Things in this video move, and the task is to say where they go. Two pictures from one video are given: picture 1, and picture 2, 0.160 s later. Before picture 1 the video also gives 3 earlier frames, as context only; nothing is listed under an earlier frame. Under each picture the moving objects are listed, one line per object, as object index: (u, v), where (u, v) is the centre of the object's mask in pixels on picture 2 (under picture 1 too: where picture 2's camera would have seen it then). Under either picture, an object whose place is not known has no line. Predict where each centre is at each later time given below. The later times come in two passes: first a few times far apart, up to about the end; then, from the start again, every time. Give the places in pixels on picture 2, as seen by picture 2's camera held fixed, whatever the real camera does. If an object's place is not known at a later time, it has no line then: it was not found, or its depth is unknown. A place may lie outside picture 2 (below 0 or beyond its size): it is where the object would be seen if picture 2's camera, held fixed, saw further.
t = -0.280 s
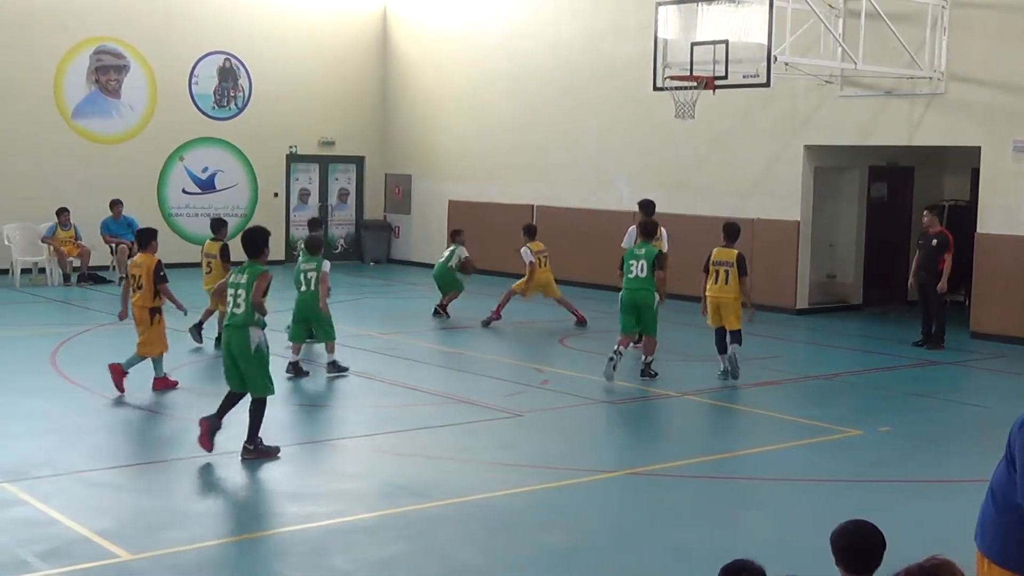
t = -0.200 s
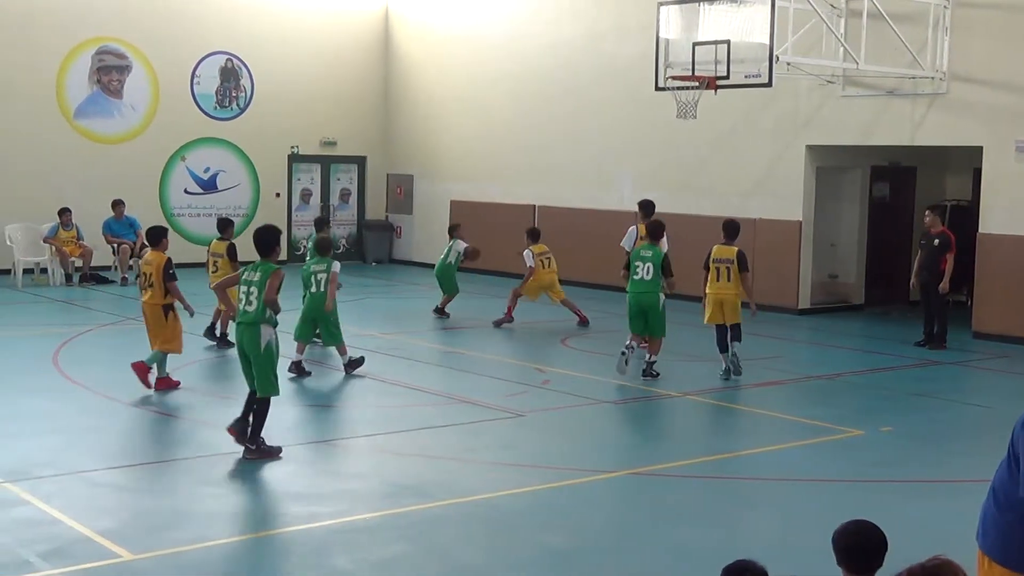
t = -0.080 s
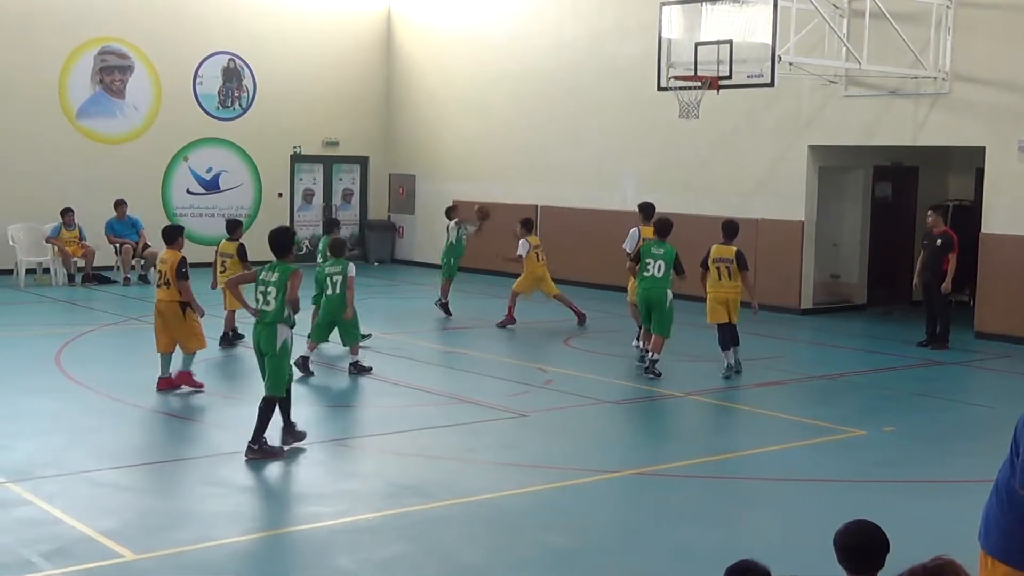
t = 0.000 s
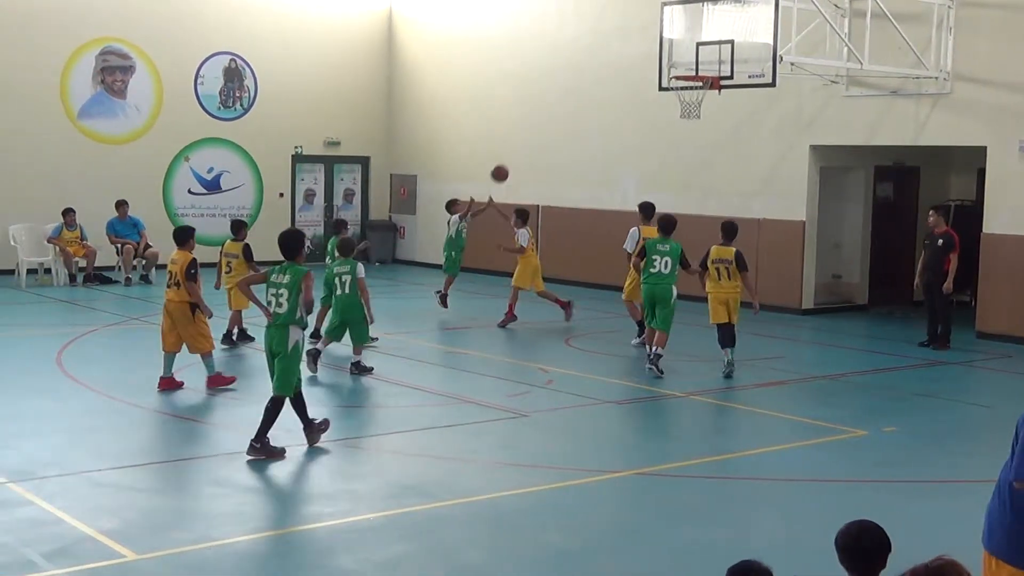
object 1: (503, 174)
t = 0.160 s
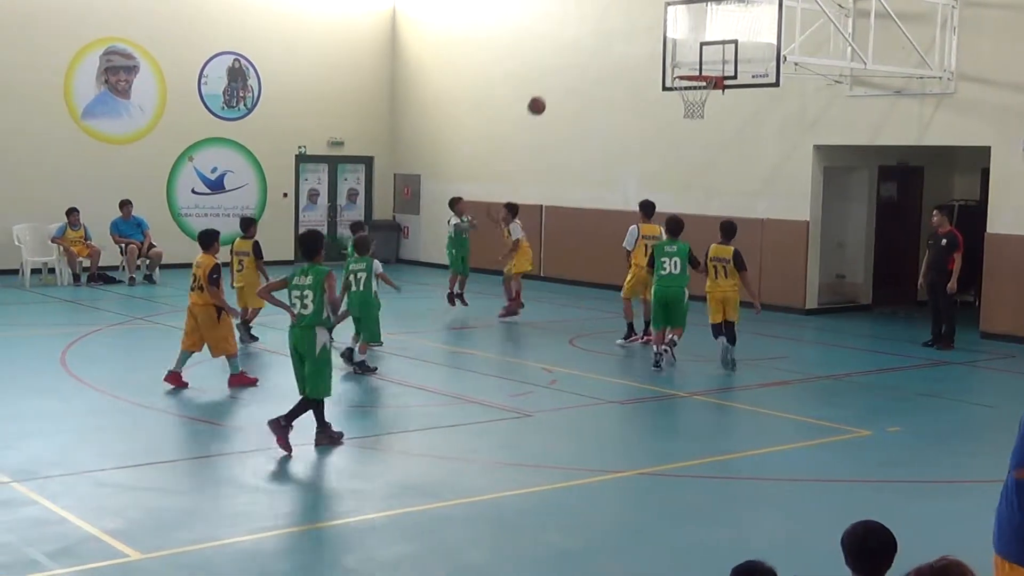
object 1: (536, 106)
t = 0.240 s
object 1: (553, 78)
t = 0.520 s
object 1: (614, 19)
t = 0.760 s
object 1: (667, 18)
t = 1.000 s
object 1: (722, 66)
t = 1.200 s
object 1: (767, 119)
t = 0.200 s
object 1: (545, 91)
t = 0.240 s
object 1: (553, 78)
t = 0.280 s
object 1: (562, 67)
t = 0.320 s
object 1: (570, 56)
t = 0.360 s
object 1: (579, 46)
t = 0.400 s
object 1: (587, 38)
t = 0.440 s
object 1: (596, 30)
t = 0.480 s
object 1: (605, 24)
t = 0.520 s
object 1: (614, 19)
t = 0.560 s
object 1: (623, 16)
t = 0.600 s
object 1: (631, 13)
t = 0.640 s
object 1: (640, 12)
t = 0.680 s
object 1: (649, 13)
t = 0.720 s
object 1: (658, 15)
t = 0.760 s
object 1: (667, 18)
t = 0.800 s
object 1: (676, 22)
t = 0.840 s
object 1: (685, 28)
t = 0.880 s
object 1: (694, 35)
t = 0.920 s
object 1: (704, 44)
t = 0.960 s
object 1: (713, 55)
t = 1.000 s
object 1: (722, 66)
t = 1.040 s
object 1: (732, 75)
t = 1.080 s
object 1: (740, 84)
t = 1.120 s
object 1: (749, 94)
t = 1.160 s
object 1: (758, 106)
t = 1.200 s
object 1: (767, 119)
